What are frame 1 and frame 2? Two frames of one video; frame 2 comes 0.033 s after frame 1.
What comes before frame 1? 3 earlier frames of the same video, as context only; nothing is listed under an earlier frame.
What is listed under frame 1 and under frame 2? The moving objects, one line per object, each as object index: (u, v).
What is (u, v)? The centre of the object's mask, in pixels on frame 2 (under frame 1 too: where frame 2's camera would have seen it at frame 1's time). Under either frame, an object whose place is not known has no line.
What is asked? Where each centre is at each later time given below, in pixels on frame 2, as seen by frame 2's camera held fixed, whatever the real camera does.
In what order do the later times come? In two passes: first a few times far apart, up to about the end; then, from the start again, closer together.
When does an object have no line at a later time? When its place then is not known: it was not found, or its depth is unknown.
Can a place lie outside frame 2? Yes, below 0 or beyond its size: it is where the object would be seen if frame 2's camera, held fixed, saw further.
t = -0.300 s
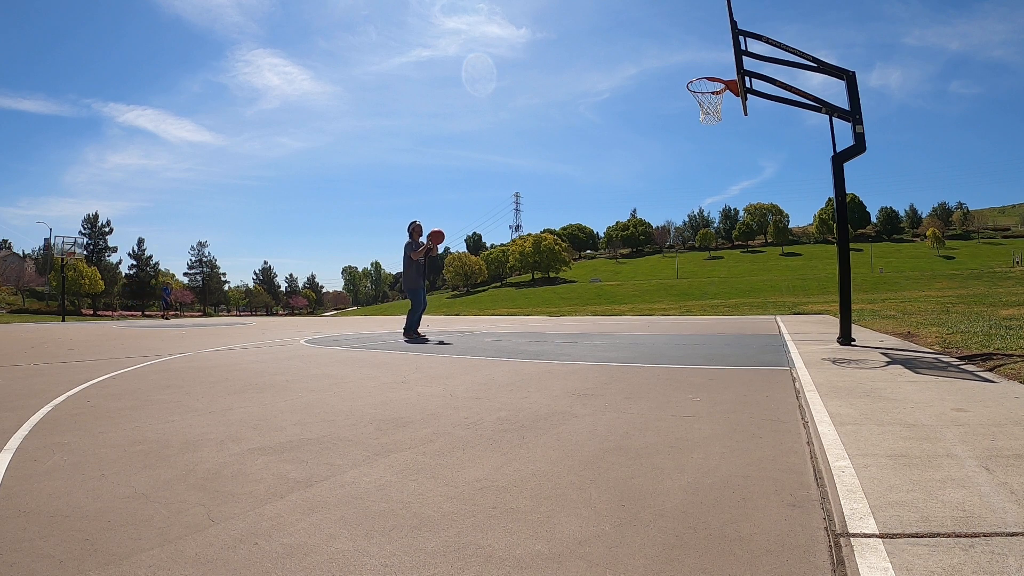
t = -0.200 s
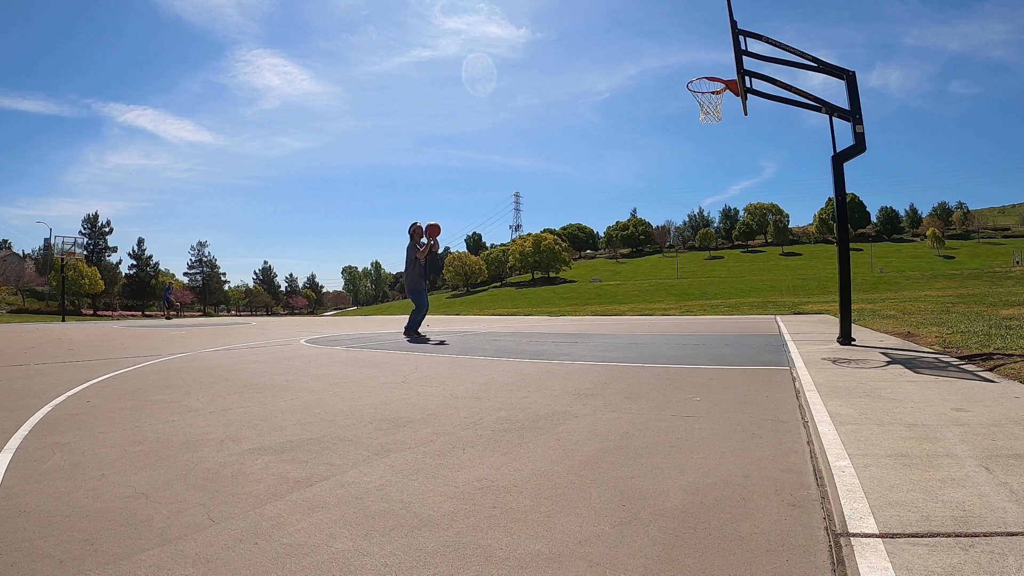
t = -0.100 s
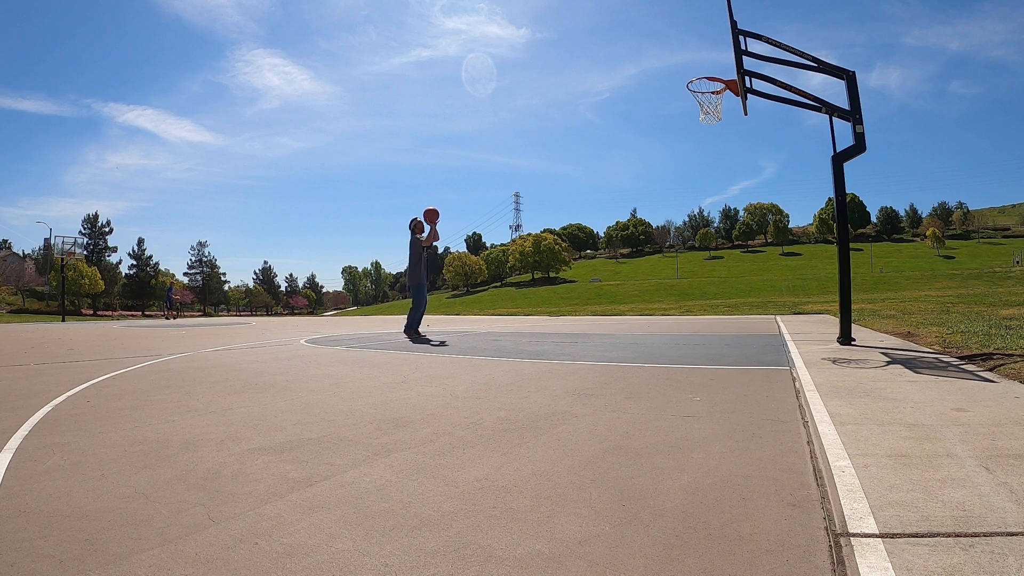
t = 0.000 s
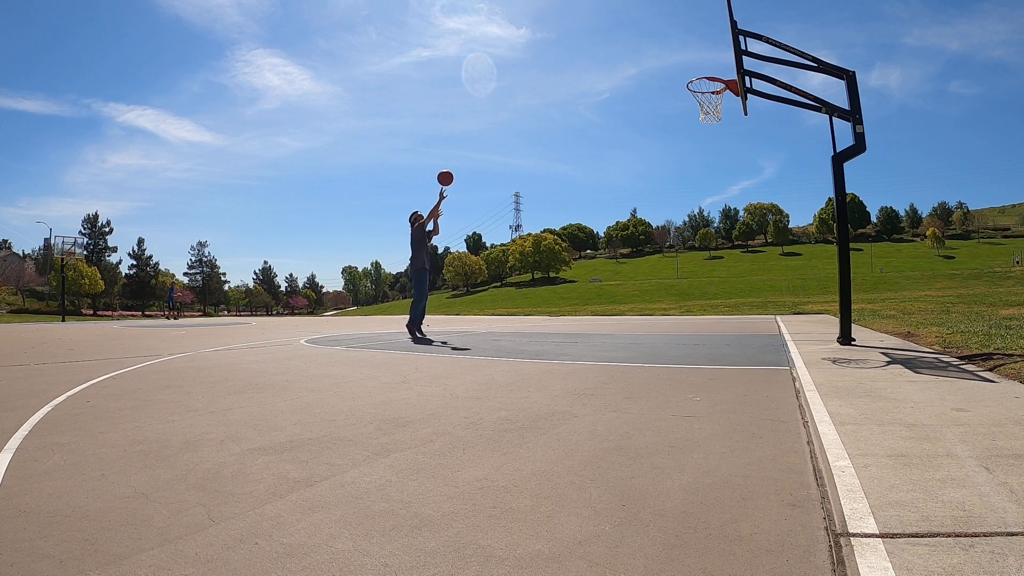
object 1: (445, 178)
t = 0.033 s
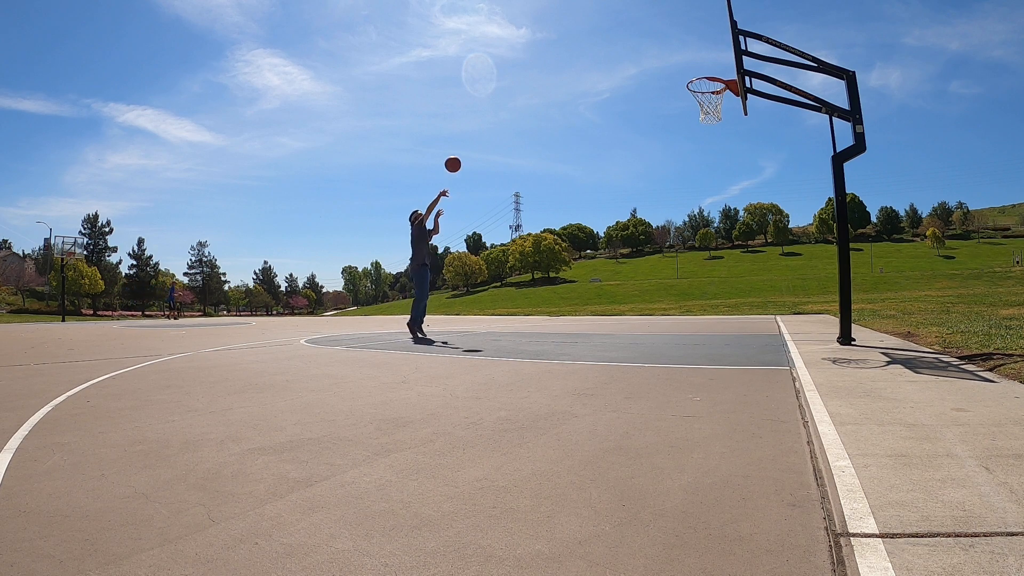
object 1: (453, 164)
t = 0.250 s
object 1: (505, 93)
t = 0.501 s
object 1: (568, 47)
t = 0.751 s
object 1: (637, 44)
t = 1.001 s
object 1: (715, 88)
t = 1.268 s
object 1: (715, 175)
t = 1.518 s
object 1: (710, 320)
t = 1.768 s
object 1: (669, 229)
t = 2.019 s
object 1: (624, 161)
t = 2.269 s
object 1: (581, 148)
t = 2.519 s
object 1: (540, 188)
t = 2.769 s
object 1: (500, 284)
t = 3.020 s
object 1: (464, 281)
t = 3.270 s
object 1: (430, 219)
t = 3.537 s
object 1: (395, 215)
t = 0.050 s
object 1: (457, 157)
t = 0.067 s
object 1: (461, 151)
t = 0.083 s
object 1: (464, 145)
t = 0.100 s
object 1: (468, 139)
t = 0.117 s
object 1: (472, 133)
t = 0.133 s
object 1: (476, 127)
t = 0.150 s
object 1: (480, 122)
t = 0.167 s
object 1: (484, 117)
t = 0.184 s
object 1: (488, 111)
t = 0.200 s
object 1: (492, 106)
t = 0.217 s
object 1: (496, 102)
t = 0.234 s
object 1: (501, 97)
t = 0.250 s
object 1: (505, 93)
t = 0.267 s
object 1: (509, 88)
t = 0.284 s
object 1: (513, 84)
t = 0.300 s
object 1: (517, 80)
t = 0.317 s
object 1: (521, 77)
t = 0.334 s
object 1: (525, 73)
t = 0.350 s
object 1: (530, 70)
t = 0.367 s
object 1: (533, 67)
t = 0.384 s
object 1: (538, 64)
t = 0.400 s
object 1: (542, 61)
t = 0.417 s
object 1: (546, 58)
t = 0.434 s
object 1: (551, 56)
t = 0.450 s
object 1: (555, 53)
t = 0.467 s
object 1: (559, 51)
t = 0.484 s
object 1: (564, 49)
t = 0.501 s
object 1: (568, 47)
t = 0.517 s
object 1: (572, 46)
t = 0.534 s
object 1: (577, 44)
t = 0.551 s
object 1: (581, 44)
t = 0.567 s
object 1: (586, 42)
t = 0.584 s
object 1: (590, 42)
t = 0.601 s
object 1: (595, 41)
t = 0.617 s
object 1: (599, 41)
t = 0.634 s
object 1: (604, 40)
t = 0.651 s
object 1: (608, 40)
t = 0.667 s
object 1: (613, 40)
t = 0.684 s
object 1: (618, 41)
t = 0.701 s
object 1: (622, 41)
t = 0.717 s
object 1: (627, 42)
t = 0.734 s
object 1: (632, 43)
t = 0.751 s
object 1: (637, 44)
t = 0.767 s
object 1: (642, 45)
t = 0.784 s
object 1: (646, 47)
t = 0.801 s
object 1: (651, 49)
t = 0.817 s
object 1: (656, 51)
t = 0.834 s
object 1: (661, 53)
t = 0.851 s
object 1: (667, 55)
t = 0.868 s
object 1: (672, 58)
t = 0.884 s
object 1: (677, 61)
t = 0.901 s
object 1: (682, 64)
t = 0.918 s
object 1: (688, 67)
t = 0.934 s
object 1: (693, 71)
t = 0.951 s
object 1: (698, 75)
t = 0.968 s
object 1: (704, 79)
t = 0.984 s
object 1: (710, 84)
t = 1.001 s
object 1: (715, 88)
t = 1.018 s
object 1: (718, 93)
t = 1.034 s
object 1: (719, 97)
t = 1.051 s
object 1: (719, 102)
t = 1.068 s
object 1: (718, 106)
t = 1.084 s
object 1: (718, 110)
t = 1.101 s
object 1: (717, 116)
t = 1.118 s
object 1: (717, 120)
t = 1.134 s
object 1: (717, 125)
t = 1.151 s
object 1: (717, 130)
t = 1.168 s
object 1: (716, 136)
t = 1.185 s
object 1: (716, 142)
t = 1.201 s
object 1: (716, 148)
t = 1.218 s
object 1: (716, 155)
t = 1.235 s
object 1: (715, 161)
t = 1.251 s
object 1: (715, 168)
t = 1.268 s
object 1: (715, 175)
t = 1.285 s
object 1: (715, 183)
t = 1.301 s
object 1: (714, 191)
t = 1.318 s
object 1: (714, 199)
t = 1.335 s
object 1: (714, 207)
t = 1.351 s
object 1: (714, 216)
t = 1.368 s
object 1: (713, 226)
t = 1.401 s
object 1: (713, 244)
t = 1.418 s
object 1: (712, 254)
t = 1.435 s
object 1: (712, 265)
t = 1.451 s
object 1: (712, 275)
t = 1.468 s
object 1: (711, 286)
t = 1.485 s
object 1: (711, 297)
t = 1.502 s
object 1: (710, 308)
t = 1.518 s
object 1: (710, 320)
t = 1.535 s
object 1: (710, 332)
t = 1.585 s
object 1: (702, 317)
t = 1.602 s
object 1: (699, 307)
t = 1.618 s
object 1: (697, 298)
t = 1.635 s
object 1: (694, 290)
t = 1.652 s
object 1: (691, 281)
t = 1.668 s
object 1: (688, 273)
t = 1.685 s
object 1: (685, 265)
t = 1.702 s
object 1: (682, 258)
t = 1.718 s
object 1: (679, 250)
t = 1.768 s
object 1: (669, 229)
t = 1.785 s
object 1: (666, 223)
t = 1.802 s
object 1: (663, 217)
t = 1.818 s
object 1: (660, 211)
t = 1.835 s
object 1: (657, 205)
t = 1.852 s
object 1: (654, 200)
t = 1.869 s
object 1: (651, 195)
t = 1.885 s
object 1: (648, 190)
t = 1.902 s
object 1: (645, 186)
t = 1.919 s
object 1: (642, 182)
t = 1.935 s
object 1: (639, 177)
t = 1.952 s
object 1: (636, 174)
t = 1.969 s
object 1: (633, 170)
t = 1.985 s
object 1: (630, 167)
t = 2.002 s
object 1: (627, 164)
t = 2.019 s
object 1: (624, 161)
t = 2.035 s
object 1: (621, 158)
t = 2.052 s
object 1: (618, 156)
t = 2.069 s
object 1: (615, 154)
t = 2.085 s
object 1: (612, 152)
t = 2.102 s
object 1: (609, 151)
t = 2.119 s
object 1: (606, 149)
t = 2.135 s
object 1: (603, 148)
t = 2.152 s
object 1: (600, 148)
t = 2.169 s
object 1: (597, 147)
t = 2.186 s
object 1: (595, 146)
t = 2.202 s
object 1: (592, 146)
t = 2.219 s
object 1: (589, 147)
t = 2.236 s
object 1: (586, 147)
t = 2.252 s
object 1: (583, 147)
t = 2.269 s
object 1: (581, 148)
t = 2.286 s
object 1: (578, 149)
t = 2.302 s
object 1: (575, 150)
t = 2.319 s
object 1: (572, 152)
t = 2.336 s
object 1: (570, 154)
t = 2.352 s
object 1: (567, 156)
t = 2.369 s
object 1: (564, 158)
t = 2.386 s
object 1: (562, 160)
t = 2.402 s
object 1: (559, 163)
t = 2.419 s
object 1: (556, 166)
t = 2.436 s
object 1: (553, 169)
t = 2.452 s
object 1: (551, 173)
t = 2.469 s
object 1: (548, 176)
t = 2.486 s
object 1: (545, 180)
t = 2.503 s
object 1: (543, 184)
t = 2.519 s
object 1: (540, 188)
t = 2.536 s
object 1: (537, 193)
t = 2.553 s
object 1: (534, 198)
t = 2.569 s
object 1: (532, 203)
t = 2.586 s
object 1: (529, 209)
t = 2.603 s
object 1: (527, 214)
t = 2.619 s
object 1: (524, 220)
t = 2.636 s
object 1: (521, 226)
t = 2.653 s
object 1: (519, 233)
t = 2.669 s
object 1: (516, 239)
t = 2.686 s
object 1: (513, 246)
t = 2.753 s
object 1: (503, 276)
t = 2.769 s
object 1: (500, 284)
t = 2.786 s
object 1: (498, 293)
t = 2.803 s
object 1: (495, 301)
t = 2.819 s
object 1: (493, 310)
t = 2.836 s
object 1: (490, 319)
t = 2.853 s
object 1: (488, 329)
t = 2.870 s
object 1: (486, 338)
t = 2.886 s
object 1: (483, 337)
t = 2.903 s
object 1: (481, 329)
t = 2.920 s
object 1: (479, 321)
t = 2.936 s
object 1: (476, 314)
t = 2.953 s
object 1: (474, 306)
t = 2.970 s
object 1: (471, 300)
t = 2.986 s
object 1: (469, 293)
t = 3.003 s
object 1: (466, 286)
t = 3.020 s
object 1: (464, 281)
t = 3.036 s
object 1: (462, 275)
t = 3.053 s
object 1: (459, 269)
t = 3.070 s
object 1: (457, 264)
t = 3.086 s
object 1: (455, 259)
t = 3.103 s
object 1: (452, 254)
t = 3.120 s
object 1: (450, 249)
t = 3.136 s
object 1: (448, 245)
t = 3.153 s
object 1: (446, 241)
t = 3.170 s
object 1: (443, 237)
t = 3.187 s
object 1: (441, 233)
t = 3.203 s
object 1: (439, 230)
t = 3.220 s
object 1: (436, 227)
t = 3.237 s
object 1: (434, 224)
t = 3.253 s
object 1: (432, 222)
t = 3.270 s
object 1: (430, 219)
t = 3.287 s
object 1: (427, 217)
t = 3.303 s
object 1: (425, 215)
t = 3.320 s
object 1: (423, 214)
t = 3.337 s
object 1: (421, 213)
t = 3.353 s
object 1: (419, 211)
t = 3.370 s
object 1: (416, 211)
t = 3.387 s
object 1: (414, 210)
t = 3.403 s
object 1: (412, 210)
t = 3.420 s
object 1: (410, 209)
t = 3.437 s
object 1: (408, 210)
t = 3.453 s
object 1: (406, 210)
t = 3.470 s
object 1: (403, 210)
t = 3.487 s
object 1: (401, 211)
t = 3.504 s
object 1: (399, 212)
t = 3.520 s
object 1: (397, 213)
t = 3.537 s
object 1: (395, 215)
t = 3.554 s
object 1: (393, 217)
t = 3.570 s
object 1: (390, 218)
